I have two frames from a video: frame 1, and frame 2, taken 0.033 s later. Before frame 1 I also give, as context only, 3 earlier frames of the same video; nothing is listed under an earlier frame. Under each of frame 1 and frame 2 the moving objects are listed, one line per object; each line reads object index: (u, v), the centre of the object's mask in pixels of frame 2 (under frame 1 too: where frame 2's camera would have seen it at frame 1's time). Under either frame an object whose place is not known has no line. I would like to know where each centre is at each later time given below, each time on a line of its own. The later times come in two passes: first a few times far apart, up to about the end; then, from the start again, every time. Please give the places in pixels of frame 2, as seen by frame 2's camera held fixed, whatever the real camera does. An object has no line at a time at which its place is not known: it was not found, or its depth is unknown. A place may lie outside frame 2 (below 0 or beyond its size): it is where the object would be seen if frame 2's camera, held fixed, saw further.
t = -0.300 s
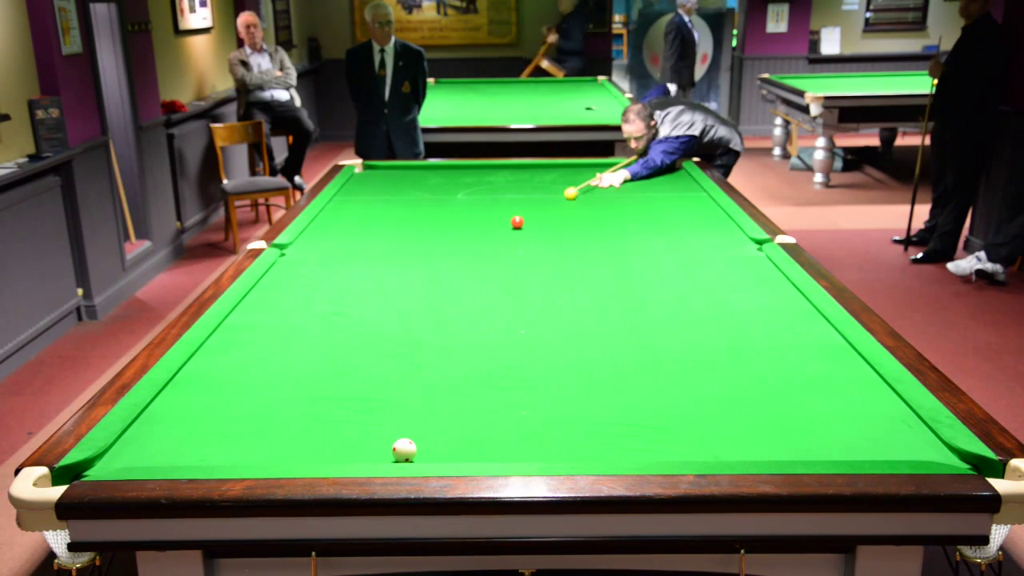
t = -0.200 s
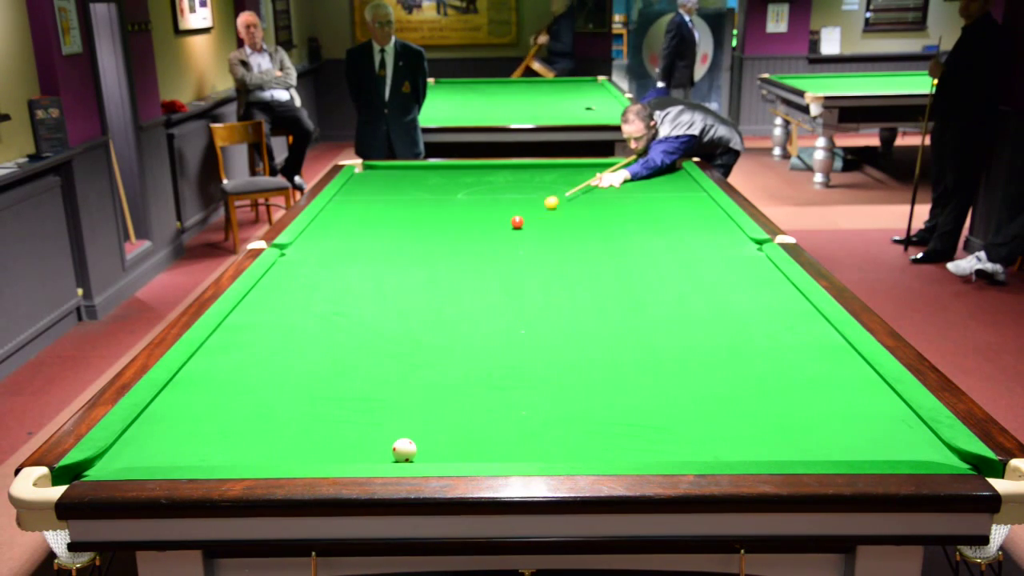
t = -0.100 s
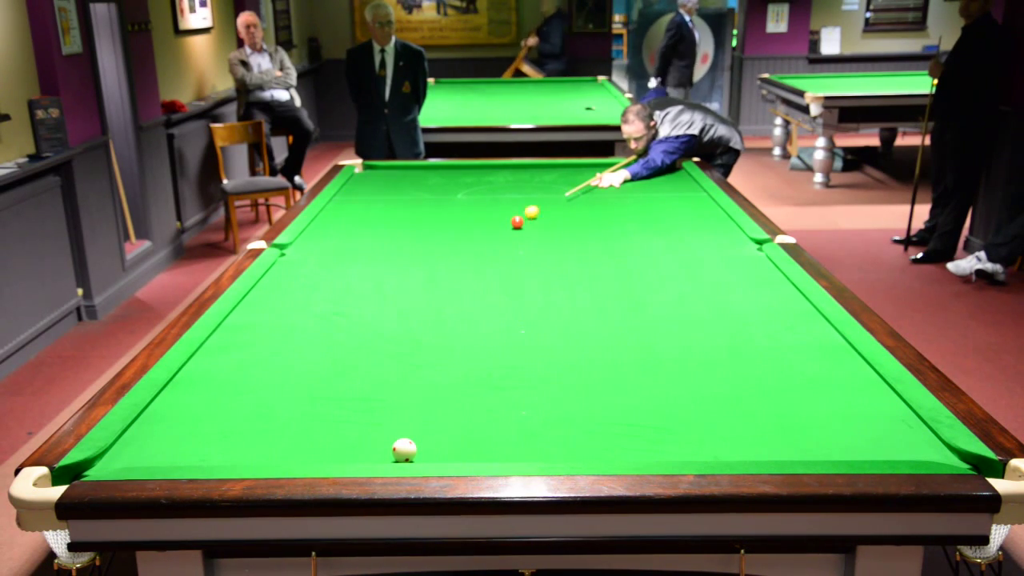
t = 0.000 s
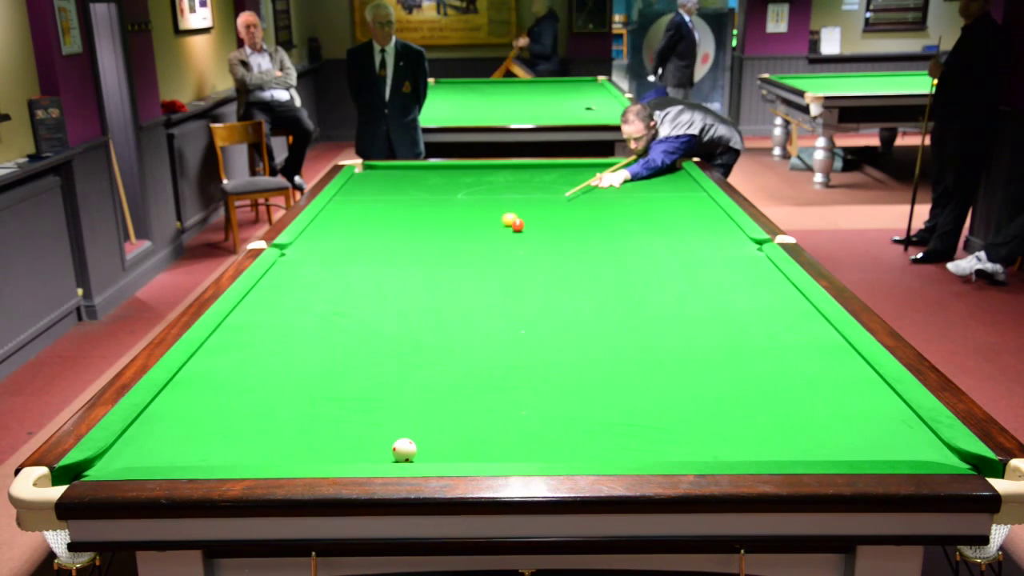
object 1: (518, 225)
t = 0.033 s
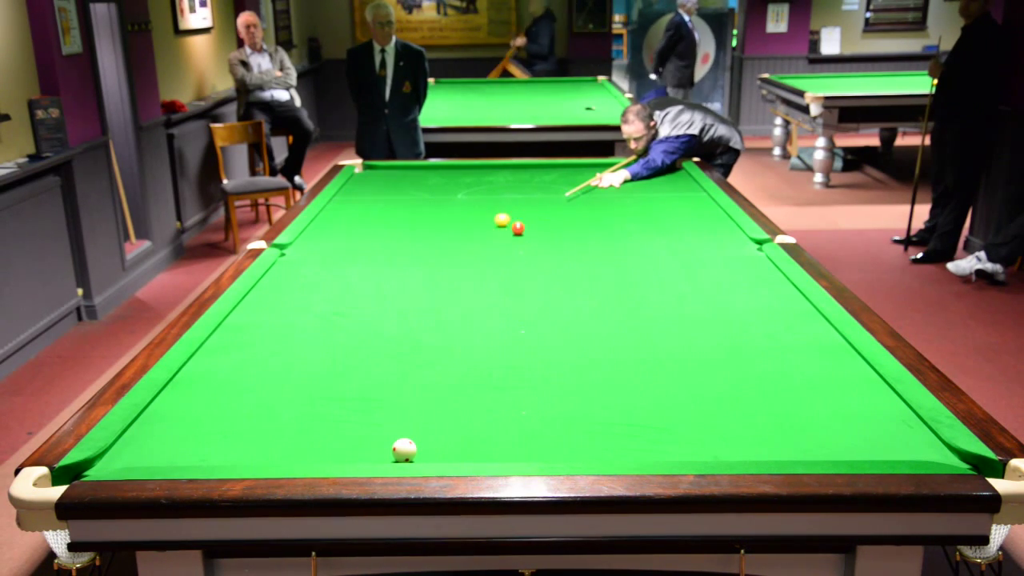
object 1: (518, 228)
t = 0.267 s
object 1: (520, 250)
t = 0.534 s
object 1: (523, 273)
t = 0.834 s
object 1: (526, 304)
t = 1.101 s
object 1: (529, 336)
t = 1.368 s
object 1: (533, 375)
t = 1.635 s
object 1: (538, 422)
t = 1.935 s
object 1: (542, 444)
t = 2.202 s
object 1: (541, 413)
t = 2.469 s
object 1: (540, 388)
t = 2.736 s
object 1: (539, 367)
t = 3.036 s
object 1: (538, 347)
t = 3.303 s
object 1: (538, 331)
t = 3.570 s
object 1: (537, 318)
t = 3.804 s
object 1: (537, 308)
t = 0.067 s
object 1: (518, 231)
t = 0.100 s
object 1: (518, 235)
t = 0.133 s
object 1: (519, 238)
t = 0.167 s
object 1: (519, 241)
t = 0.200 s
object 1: (519, 244)
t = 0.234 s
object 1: (520, 247)
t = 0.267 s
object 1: (520, 250)
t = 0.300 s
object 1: (520, 252)
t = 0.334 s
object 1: (521, 255)
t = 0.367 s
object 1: (521, 258)
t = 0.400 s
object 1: (521, 261)
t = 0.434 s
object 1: (522, 264)
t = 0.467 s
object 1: (522, 267)
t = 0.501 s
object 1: (522, 270)
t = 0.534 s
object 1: (523, 273)
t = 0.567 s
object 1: (523, 276)
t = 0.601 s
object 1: (523, 279)
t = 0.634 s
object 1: (524, 283)
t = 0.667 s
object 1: (524, 286)
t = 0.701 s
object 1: (524, 289)
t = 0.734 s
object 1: (525, 293)
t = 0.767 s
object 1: (525, 296)
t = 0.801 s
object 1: (525, 300)
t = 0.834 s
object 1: (526, 304)
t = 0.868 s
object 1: (526, 307)
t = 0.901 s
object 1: (527, 311)
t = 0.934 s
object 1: (527, 315)
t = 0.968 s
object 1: (527, 319)
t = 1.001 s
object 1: (528, 323)
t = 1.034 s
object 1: (528, 328)
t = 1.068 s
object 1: (529, 332)
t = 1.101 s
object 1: (529, 336)
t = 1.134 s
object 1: (530, 341)
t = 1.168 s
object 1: (530, 345)
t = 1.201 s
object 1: (531, 350)
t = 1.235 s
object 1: (531, 355)
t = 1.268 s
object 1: (532, 359)
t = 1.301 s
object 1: (532, 364)
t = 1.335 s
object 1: (533, 370)
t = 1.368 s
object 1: (533, 375)
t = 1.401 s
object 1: (534, 380)
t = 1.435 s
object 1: (535, 386)
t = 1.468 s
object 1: (535, 392)
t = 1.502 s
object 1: (536, 397)
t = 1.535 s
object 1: (536, 403)
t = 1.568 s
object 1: (537, 409)
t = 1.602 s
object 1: (537, 416)
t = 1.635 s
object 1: (538, 422)
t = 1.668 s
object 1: (539, 429)
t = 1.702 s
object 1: (539, 436)
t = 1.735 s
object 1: (540, 443)
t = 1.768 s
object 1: (541, 449)
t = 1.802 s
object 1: (541, 453)
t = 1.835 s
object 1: (542, 455)
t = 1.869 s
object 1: (542, 452)
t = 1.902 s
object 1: (542, 449)
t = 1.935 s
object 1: (542, 444)
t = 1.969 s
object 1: (541, 439)
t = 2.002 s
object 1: (541, 435)
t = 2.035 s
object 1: (541, 431)
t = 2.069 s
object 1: (541, 427)
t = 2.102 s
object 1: (541, 424)
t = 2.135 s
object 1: (541, 420)
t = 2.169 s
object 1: (541, 417)
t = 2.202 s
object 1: (541, 413)
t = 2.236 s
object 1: (541, 410)
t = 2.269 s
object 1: (541, 407)
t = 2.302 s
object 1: (540, 403)
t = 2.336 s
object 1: (540, 400)
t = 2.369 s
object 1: (540, 397)
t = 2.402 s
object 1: (540, 394)
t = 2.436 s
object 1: (540, 391)
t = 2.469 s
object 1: (540, 388)
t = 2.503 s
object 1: (539, 385)
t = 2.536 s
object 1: (539, 383)
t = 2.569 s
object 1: (539, 380)
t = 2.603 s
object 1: (539, 377)
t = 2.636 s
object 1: (539, 375)
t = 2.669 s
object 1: (539, 372)
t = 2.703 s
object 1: (539, 370)
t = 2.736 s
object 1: (539, 367)
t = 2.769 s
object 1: (539, 365)
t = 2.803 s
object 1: (539, 362)
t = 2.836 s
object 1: (538, 360)
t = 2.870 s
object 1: (538, 358)
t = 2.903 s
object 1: (538, 356)
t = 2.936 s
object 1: (538, 353)
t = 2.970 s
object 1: (538, 351)
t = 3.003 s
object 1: (538, 349)
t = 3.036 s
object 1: (538, 347)
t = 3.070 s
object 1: (538, 345)
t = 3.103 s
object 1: (538, 343)
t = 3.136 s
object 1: (538, 341)
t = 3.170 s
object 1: (538, 339)
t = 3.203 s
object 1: (538, 337)
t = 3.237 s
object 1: (538, 335)
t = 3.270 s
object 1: (538, 333)
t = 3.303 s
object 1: (538, 331)
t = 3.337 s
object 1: (538, 330)
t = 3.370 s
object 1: (537, 328)
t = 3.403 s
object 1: (538, 326)
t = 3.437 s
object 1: (537, 325)
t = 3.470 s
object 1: (537, 323)
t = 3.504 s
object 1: (537, 321)
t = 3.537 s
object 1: (537, 319)
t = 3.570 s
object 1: (537, 318)
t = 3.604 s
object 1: (537, 316)
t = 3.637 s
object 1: (537, 315)
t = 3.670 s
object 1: (537, 313)
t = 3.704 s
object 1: (537, 312)
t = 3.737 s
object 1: (537, 310)
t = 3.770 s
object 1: (537, 309)
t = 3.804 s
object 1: (537, 308)
